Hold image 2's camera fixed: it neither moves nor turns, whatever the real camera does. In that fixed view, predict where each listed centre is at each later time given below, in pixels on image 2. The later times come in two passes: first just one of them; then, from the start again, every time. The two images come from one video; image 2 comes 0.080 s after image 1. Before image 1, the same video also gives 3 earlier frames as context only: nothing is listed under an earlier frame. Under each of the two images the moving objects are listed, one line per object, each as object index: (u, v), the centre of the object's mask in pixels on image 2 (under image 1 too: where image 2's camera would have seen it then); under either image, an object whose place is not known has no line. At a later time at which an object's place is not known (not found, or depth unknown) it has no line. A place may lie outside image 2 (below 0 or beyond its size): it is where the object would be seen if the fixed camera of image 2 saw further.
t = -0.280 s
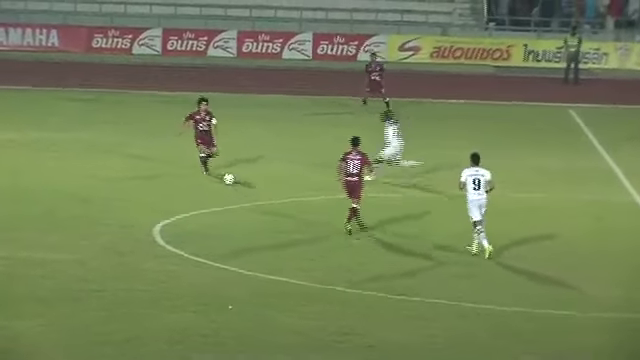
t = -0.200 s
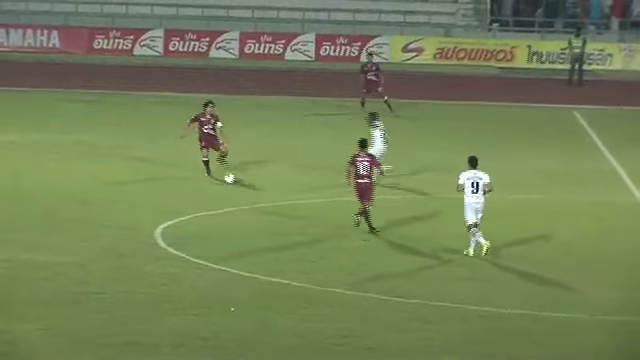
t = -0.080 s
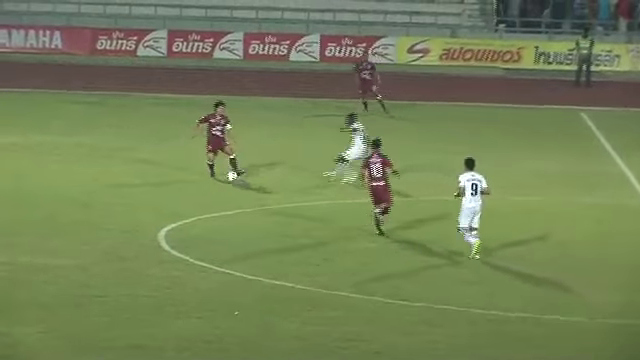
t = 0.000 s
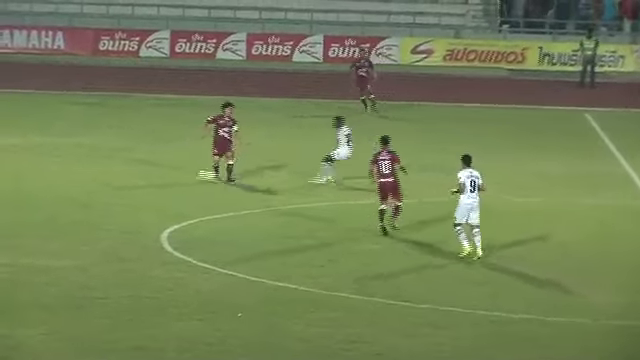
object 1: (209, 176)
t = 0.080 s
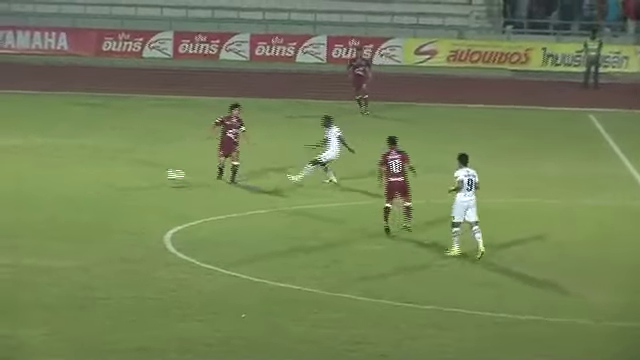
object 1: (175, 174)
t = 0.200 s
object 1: (120, 177)
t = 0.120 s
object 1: (157, 174)
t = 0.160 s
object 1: (138, 176)
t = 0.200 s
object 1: (120, 177)
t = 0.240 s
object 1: (101, 180)
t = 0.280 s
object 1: (84, 184)
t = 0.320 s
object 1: (68, 185)
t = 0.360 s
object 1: (54, 185)
